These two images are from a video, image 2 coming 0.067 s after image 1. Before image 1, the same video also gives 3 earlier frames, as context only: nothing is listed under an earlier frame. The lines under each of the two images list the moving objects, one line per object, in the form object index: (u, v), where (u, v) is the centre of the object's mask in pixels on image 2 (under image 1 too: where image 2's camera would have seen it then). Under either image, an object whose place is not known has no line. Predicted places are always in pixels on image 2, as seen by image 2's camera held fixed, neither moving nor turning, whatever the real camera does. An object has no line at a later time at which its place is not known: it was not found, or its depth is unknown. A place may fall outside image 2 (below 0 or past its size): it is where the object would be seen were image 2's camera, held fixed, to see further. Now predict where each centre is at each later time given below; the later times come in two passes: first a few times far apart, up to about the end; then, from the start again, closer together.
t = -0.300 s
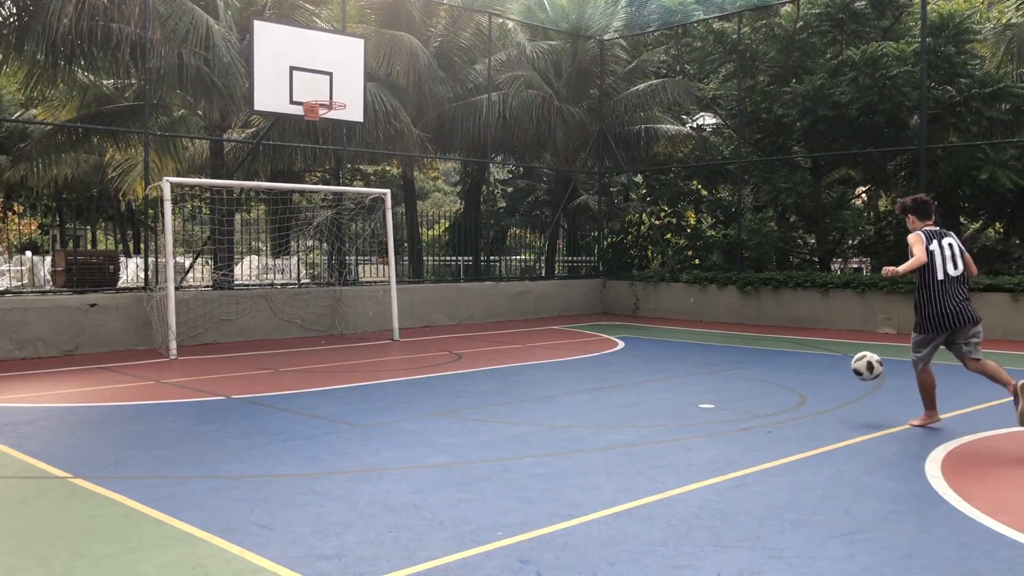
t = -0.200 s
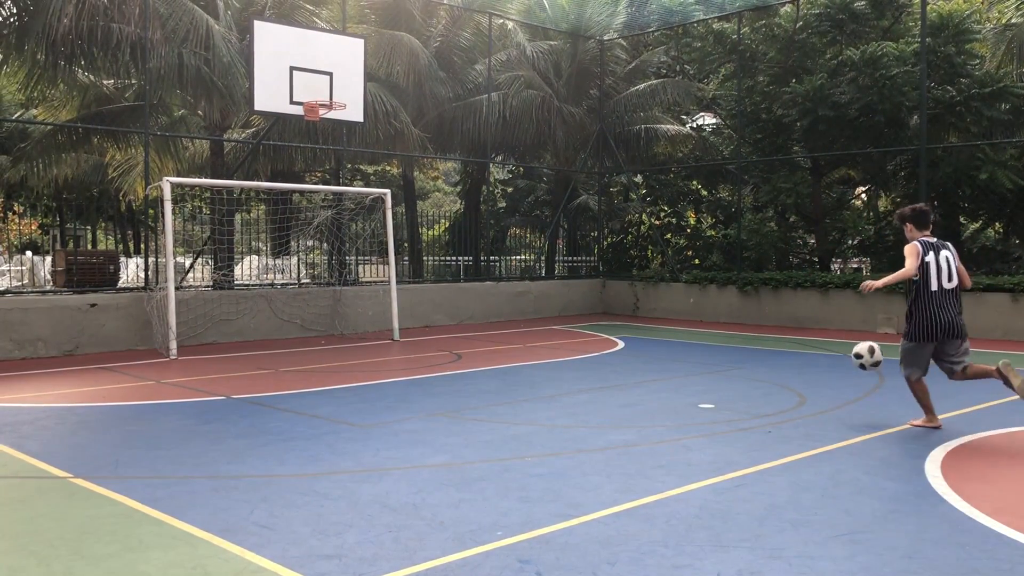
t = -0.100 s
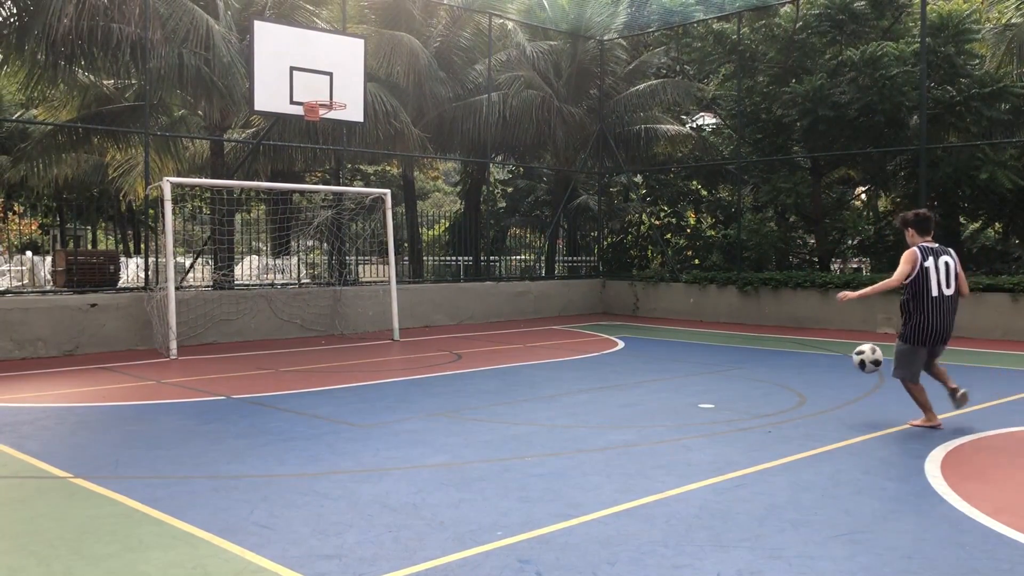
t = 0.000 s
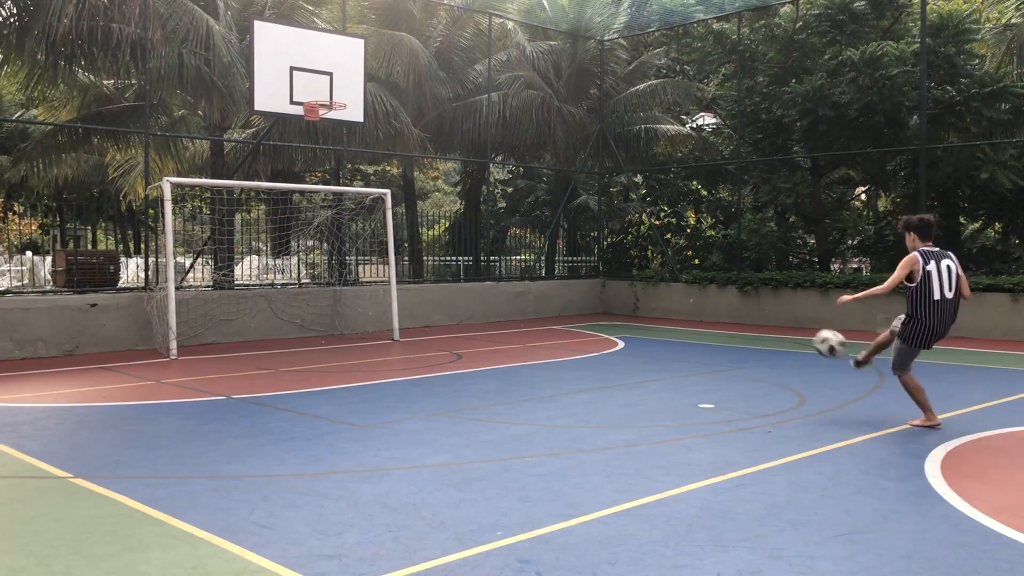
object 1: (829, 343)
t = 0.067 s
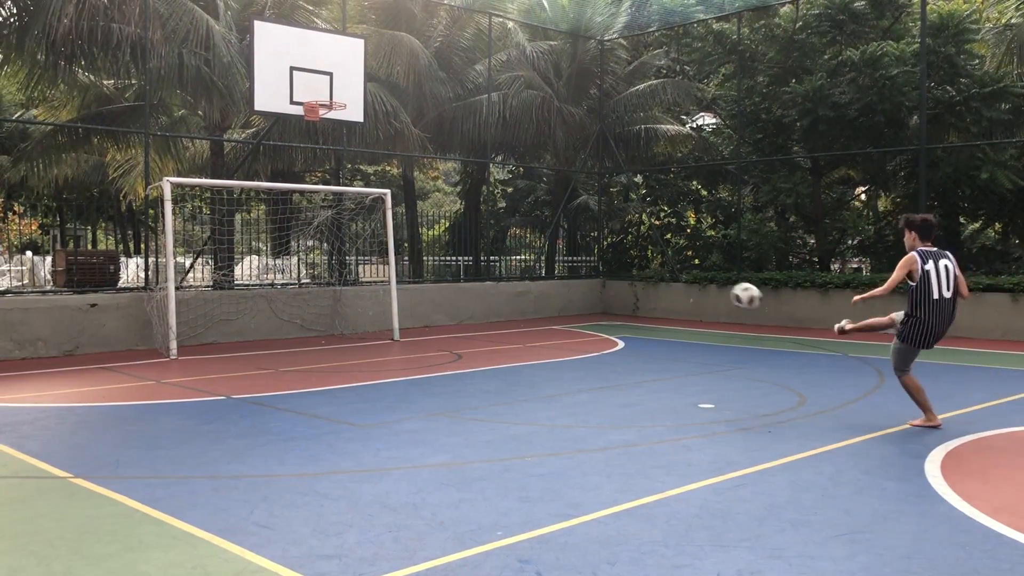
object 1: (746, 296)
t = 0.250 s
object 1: (554, 213)
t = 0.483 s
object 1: (368, 176)
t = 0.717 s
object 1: (226, 191)
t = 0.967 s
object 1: (193, 299)
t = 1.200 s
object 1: (219, 300)
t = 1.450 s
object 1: (257, 261)
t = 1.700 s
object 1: (299, 274)
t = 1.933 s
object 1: (339, 341)
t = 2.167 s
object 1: (380, 318)
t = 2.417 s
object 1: (423, 305)
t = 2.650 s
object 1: (465, 353)
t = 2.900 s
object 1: (511, 341)
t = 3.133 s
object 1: (556, 344)
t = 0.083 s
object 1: (727, 286)
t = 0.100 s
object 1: (708, 277)
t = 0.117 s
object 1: (689, 268)
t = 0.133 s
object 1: (670, 260)
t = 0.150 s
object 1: (653, 252)
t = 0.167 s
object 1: (635, 244)
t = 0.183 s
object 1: (618, 236)
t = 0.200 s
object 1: (602, 230)
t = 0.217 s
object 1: (586, 224)
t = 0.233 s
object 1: (570, 218)
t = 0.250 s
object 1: (554, 213)
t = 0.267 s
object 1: (539, 208)
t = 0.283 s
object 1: (524, 204)
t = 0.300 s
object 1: (510, 199)
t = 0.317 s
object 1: (496, 196)
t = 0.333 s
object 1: (483, 192)
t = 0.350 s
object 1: (469, 189)
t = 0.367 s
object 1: (456, 186)
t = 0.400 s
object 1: (429, 181)
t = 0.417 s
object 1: (416, 180)
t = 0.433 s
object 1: (404, 179)
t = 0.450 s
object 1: (392, 177)
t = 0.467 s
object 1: (380, 177)
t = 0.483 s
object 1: (368, 176)
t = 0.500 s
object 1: (357, 175)
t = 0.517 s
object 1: (346, 175)
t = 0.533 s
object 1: (335, 175)
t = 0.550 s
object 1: (325, 175)
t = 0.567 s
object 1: (313, 176)
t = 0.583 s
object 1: (303, 177)
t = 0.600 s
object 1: (293, 178)
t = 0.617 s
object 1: (282, 179)
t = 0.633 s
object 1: (273, 180)
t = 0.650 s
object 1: (263, 182)
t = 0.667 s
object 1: (253, 183)
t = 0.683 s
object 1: (244, 186)
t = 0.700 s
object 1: (234, 189)
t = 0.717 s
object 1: (226, 191)
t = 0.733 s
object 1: (222, 196)
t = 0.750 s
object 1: (219, 203)
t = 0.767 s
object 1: (216, 210)
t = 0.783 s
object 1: (214, 217)
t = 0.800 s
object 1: (211, 225)
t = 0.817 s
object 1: (208, 233)
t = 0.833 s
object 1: (207, 240)
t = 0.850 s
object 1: (204, 249)
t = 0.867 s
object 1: (202, 256)
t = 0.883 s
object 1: (201, 264)
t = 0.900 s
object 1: (198, 272)
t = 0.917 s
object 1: (195, 279)
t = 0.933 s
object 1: (195, 285)
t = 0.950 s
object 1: (194, 292)
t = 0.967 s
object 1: (193, 299)
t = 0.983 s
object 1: (192, 307)
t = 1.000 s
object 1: (192, 315)
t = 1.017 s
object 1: (193, 323)
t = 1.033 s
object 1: (195, 332)
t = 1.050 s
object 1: (196, 340)
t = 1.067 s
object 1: (199, 341)
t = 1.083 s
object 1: (201, 335)
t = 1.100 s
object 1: (204, 329)
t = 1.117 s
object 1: (207, 324)
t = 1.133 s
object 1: (209, 319)
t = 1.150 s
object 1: (211, 314)
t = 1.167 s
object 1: (215, 309)
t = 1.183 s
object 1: (216, 305)
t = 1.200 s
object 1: (219, 300)
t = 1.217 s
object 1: (221, 296)
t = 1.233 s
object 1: (224, 292)
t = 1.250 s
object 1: (226, 289)
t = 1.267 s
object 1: (228, 285)
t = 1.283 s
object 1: (230, 282)
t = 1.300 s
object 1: (233, 279)
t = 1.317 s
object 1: (236, 276)
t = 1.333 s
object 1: (239, 274)
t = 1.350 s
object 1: (241, 271)
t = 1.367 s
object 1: (245, 269)
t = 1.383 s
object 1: (247, 267)
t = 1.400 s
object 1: (250, 265)
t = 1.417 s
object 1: (252, 264)
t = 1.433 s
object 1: (254, 263)
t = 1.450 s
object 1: (257, 261)
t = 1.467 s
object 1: (260, 261)
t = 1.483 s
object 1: (263, 261)
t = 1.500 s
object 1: (265, 260)
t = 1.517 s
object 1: (268, 260)
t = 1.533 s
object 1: (271, 260)
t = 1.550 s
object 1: (273, 260)
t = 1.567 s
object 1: (277, 260)
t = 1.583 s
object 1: (279, 262)
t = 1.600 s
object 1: (282, 263)
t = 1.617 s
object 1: (285, 264)
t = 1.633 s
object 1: (287, 265)
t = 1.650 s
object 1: (290, 268)
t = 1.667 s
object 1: (294, 270)
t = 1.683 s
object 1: (296, 272)
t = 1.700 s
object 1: (299, 274)
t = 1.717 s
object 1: (302, 277)
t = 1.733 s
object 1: (305, 281)
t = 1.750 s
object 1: (308, 284)
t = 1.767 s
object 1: (310, 287)
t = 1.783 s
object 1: (313, 291)
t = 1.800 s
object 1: (316, 295)
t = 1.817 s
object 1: (319, 300)
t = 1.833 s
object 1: (322, 305)
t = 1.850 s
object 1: (325, 310)
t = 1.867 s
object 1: (328, 316)
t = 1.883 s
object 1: (331, 321)
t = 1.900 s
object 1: (334, 327)
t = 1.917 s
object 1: (336, 334)
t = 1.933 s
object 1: (339, 341)
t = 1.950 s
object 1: (343, 347)
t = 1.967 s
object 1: (346, 355)
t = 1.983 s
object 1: (348, 362)
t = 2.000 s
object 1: (352, 359)
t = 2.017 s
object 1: (355, 353)
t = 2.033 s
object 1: (357, 349)
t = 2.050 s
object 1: (360, 344)
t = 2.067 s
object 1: (362, 339)
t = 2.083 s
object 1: (366, 335)
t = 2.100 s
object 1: (368, 331)
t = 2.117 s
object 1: (371, 327)
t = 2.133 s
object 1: (374, 323)
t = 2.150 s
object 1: (377, 321)
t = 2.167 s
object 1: (380, 318)
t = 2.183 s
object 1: (382, 315)
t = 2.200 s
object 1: (385, 313)
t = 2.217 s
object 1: (388, 311)
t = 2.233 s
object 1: (391, 309)
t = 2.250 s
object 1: (394, 307)
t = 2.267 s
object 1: (397, 305)
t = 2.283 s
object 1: (400, 305)
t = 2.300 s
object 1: (402, 304)
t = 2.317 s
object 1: (405, 303)
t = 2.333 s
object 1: (408, 303)
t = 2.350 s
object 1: (411, 303)
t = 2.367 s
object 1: (414, 303)
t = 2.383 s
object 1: (416, 303)
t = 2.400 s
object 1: (420, 304)
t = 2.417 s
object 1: (423, 305)
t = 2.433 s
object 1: (426, 307)
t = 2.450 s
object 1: (428, 308)
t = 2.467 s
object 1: (431, 311)
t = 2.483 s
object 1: (434, 313)
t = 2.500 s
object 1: (437, 315)
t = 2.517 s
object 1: (441, 318)
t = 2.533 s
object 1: (444, 321)
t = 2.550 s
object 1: (447, 325)
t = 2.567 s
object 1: (449, 329)
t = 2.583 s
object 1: (452, 333)
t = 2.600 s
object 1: (456, 338)
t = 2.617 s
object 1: (458, 342)
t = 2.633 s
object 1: (461, 347)
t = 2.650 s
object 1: (465, 353)
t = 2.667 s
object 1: (468, 358)
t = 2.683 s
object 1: (471, 365)
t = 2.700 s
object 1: (474, 372)
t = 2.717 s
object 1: (477, 378)
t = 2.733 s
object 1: (480, 375)
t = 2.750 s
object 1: (483, 370)
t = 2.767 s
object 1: (486, 366)
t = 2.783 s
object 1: (489, 362)
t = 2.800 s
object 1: (493, 358)
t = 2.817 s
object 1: (495, 354)
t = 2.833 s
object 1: (498, 351)
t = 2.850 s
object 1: (501, 348)
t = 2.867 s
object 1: (504, 346)
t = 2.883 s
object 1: (508, 343)
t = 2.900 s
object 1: (511, 341)
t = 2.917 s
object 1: (514, 340)
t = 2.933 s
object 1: (516, 338)
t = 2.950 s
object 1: (520, 336)
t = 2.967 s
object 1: (523, 336)
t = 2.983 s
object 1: (526, 335)
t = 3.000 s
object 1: (529, 335)
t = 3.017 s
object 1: (533, 335)
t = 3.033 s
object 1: (536, 335)
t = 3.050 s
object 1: (539, 336)
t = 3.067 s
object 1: (543, 337)
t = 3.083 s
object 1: (546, 338)
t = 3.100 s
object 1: (549, 340)
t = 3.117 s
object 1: (553, 342)
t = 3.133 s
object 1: (556, 344)
